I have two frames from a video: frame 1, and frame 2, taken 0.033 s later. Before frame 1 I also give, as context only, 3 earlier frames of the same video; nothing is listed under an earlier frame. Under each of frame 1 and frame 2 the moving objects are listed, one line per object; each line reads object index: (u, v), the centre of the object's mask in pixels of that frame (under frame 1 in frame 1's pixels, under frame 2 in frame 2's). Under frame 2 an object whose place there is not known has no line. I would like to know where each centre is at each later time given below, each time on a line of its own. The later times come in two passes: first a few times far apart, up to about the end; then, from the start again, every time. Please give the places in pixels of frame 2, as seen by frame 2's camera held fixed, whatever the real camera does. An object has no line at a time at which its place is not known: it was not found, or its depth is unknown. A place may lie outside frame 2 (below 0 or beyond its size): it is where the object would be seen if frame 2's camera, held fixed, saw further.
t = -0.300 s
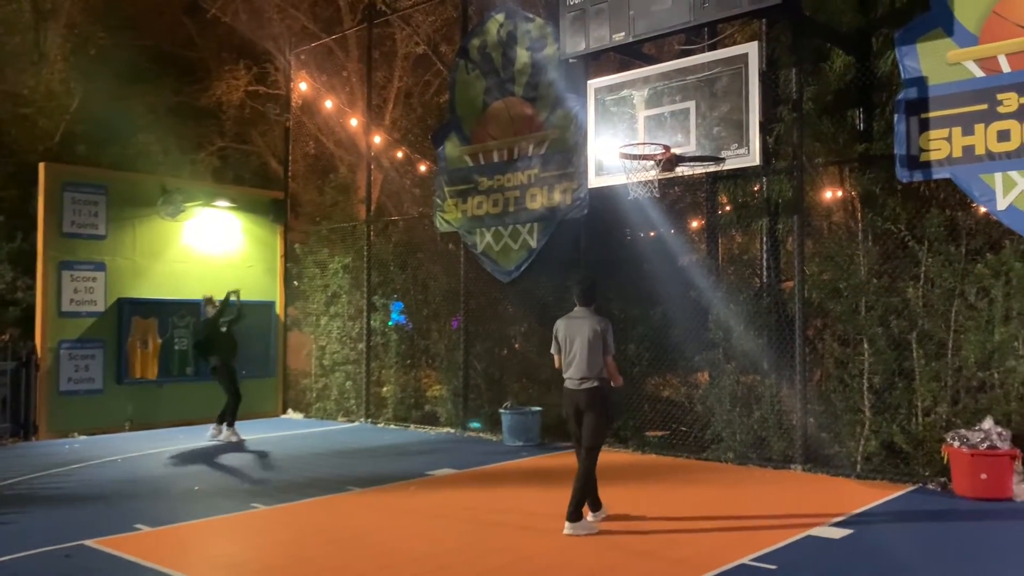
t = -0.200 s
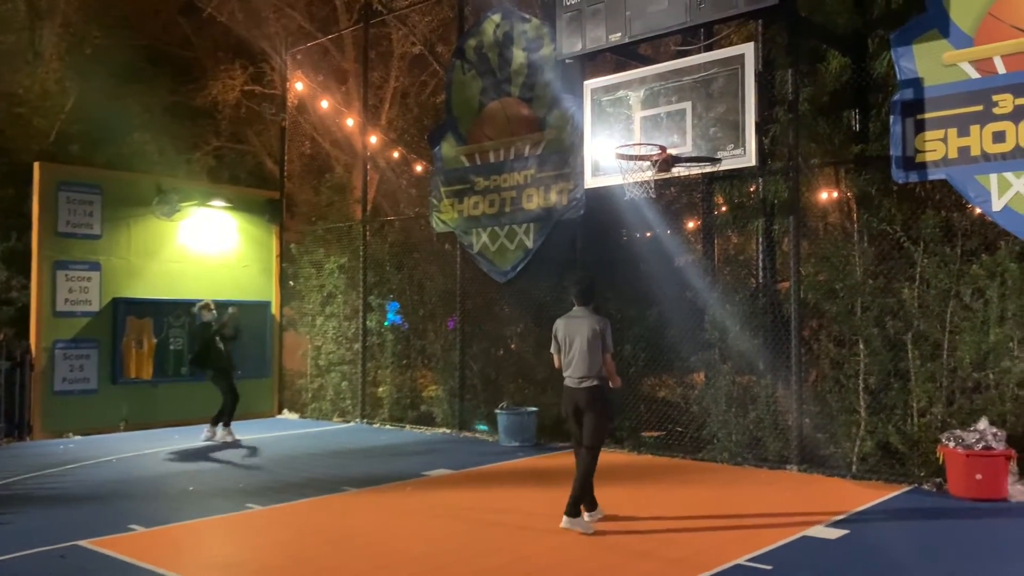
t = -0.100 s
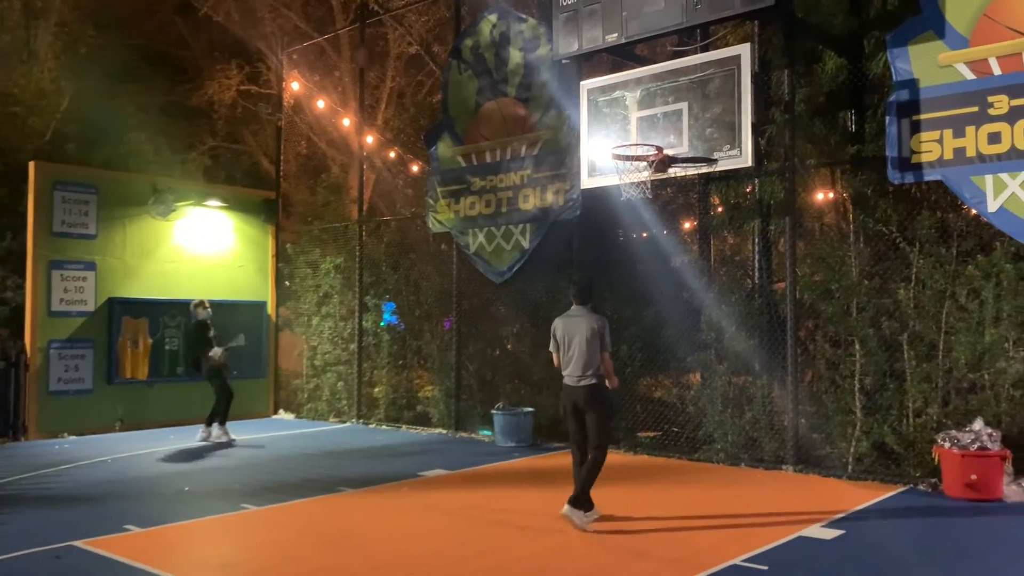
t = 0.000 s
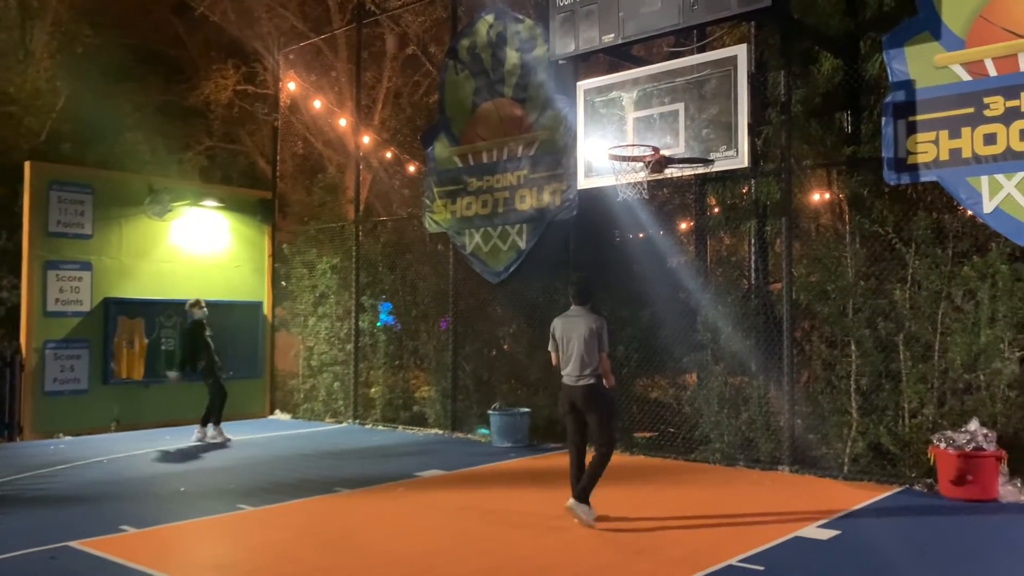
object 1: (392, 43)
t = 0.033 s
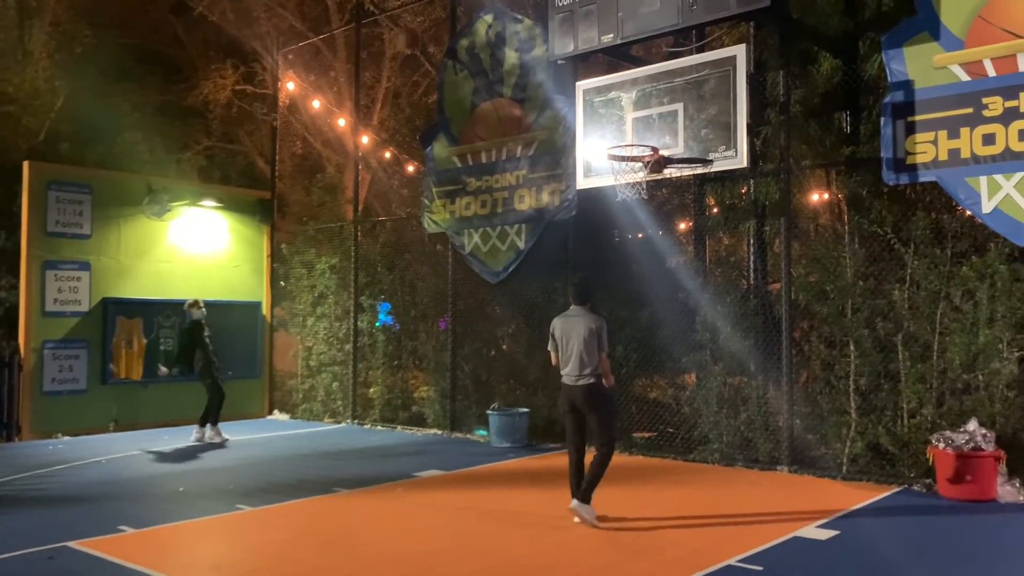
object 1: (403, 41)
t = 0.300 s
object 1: (504, 51)
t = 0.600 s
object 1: (635, 162)
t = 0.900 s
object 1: (694, 246)
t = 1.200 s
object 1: (758, 427)
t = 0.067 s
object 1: (415, 38)
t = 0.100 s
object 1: (428, 36)
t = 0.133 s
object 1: (440, 36)
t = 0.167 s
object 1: (454, 37)
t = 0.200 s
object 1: (467, 39)
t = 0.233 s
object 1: (481, 42)
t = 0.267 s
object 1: (493, 47)
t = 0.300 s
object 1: (504, 51)
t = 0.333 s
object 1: (520, 58)
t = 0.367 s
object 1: (533, 67)
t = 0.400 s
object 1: (544, 76)
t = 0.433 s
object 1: (559, 86)
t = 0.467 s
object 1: (575, 98)
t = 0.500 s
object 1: (592, 111)
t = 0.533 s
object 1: (605, 125)
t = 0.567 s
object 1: (619, 141)
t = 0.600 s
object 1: (635, 162)
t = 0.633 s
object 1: (648, 176)
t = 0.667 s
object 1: (656, 180)
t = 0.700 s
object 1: (661, 188)
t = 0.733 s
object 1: (666, 192)
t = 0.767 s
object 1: (670, 200)
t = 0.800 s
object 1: (674, 209)
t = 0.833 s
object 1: (682, 222)
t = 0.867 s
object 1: (689, 232)
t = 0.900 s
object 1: (694, 246)
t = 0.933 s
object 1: (699, 260)
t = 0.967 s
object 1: (706, 276)
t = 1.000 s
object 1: (714, 293)
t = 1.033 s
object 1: (720, 313)
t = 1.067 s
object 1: (727, 331)
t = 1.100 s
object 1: (735, 357)
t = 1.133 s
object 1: (740, 374)
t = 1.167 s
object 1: (749, 402)
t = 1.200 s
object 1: (758, 427)
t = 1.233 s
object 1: (764, 456)
